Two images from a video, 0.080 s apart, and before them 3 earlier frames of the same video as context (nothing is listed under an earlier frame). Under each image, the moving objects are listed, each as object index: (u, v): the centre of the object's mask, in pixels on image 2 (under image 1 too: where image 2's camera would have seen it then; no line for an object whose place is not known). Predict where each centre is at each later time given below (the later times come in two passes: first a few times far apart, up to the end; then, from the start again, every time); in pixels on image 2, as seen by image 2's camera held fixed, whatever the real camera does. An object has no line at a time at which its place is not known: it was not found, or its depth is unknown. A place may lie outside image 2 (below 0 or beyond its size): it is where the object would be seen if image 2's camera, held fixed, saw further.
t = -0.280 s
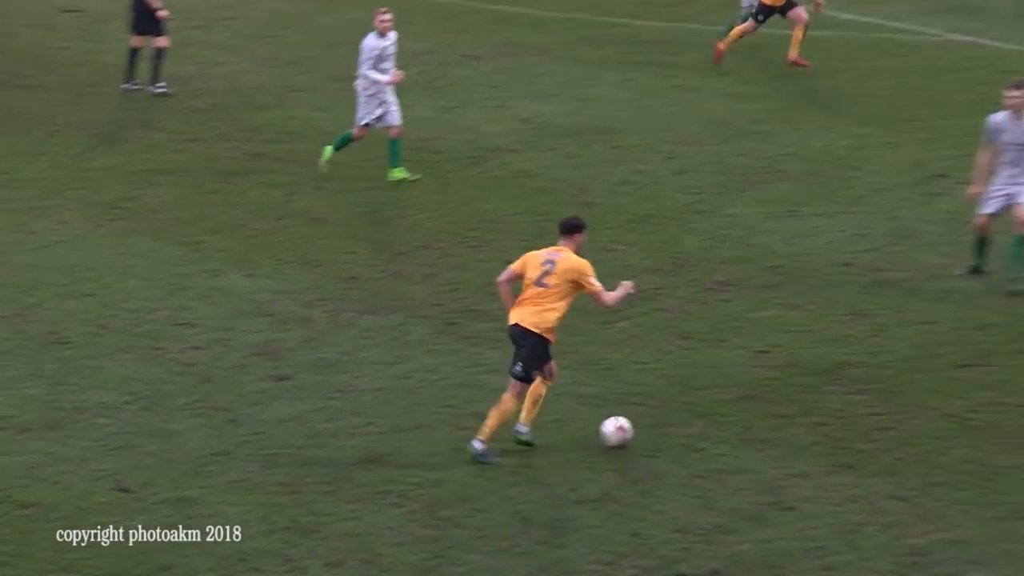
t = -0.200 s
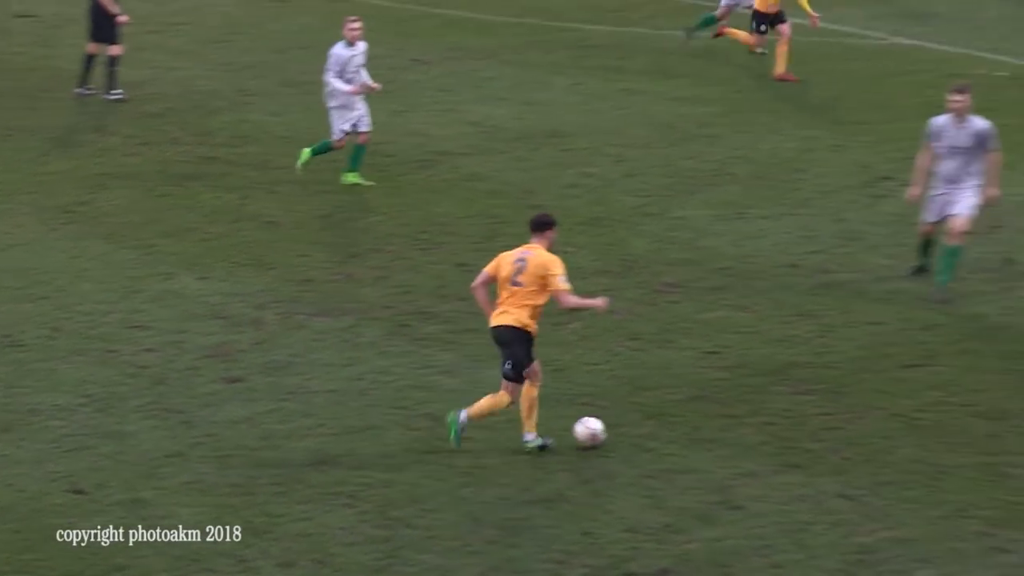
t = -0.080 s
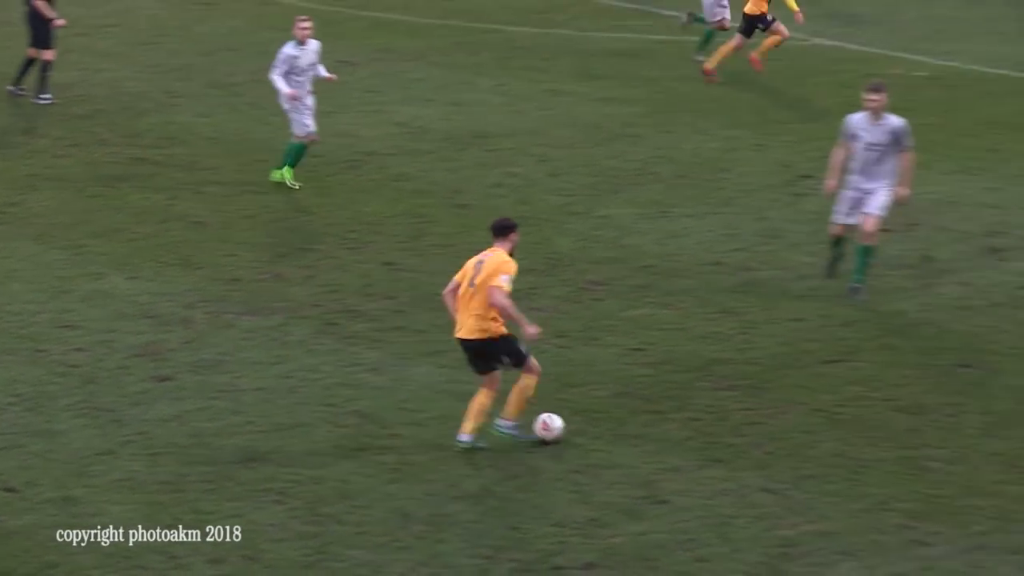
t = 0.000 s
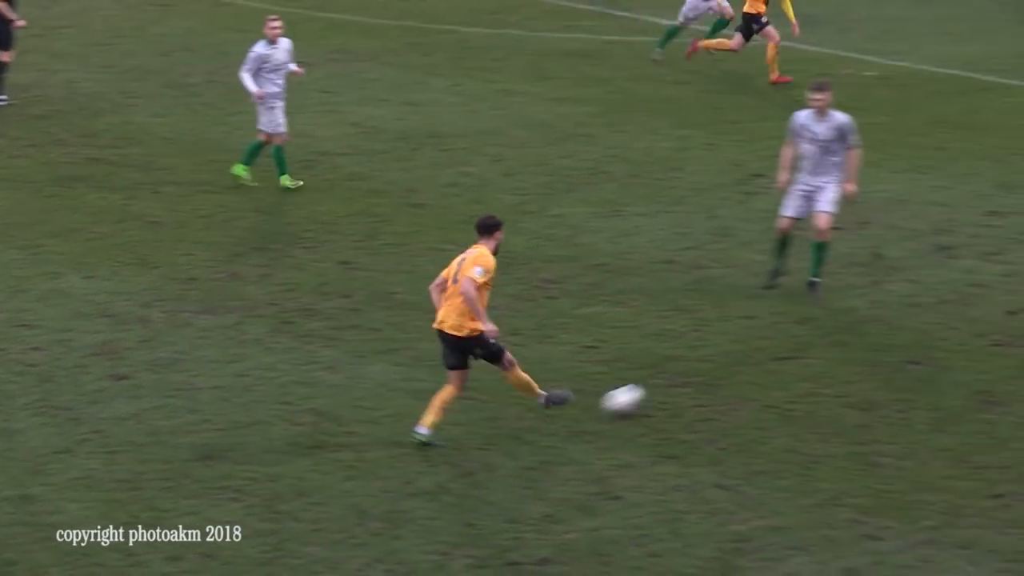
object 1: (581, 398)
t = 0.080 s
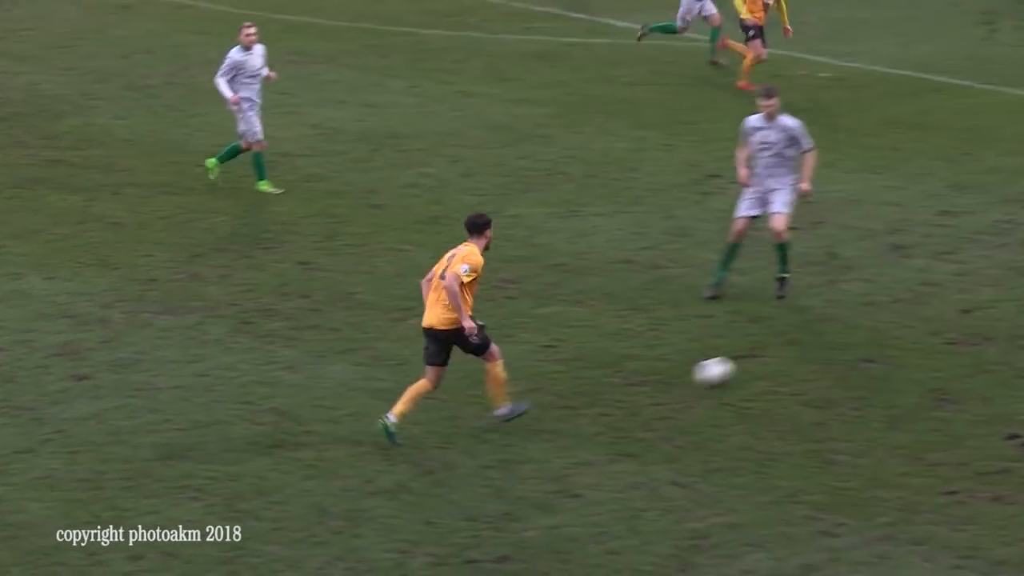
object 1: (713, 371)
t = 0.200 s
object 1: (888, 333)
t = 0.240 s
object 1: (942, 323)
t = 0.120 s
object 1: (776, 360)
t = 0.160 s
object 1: (833, 346)
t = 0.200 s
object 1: (888, 333)
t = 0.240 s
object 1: (942, 323)
